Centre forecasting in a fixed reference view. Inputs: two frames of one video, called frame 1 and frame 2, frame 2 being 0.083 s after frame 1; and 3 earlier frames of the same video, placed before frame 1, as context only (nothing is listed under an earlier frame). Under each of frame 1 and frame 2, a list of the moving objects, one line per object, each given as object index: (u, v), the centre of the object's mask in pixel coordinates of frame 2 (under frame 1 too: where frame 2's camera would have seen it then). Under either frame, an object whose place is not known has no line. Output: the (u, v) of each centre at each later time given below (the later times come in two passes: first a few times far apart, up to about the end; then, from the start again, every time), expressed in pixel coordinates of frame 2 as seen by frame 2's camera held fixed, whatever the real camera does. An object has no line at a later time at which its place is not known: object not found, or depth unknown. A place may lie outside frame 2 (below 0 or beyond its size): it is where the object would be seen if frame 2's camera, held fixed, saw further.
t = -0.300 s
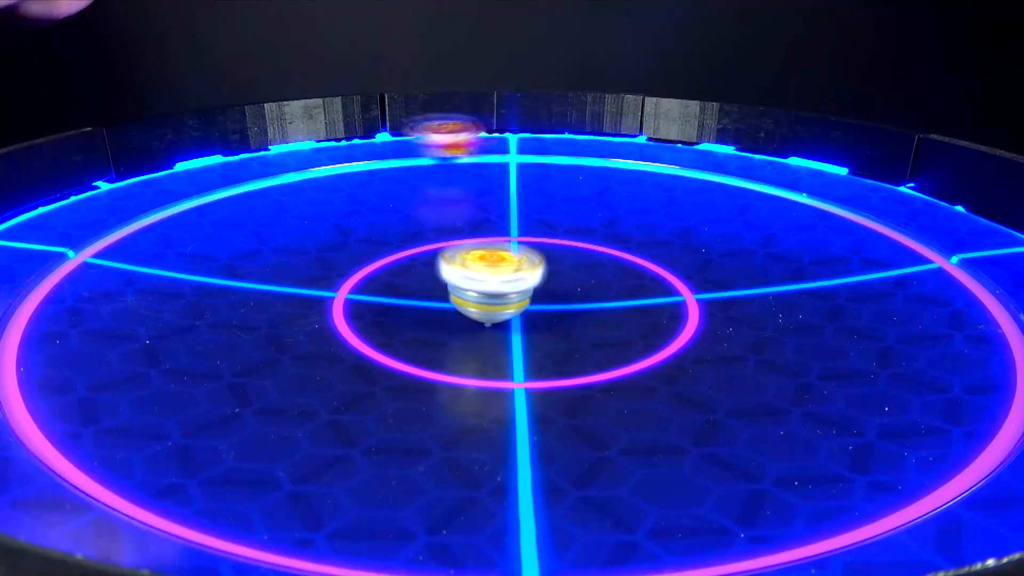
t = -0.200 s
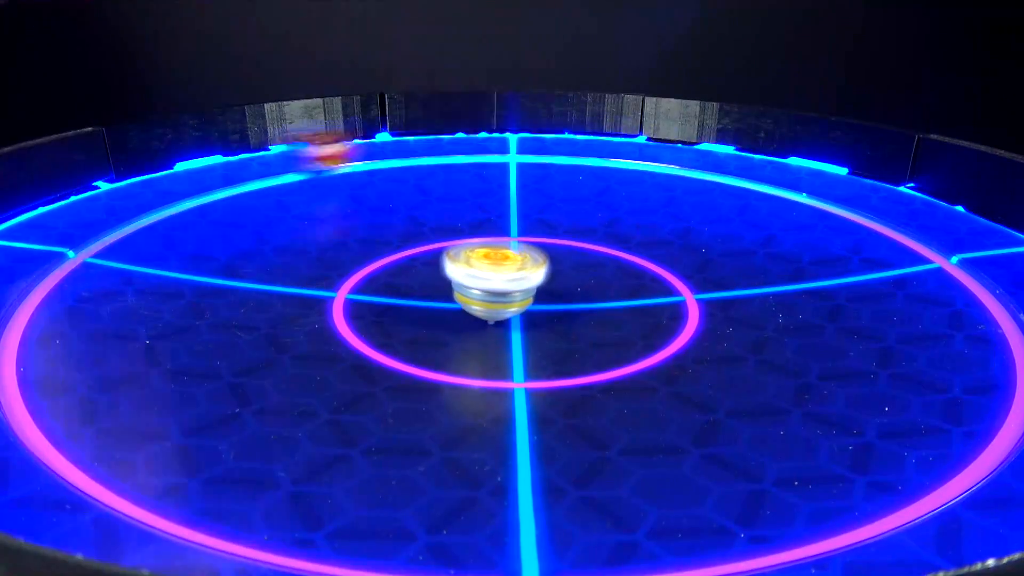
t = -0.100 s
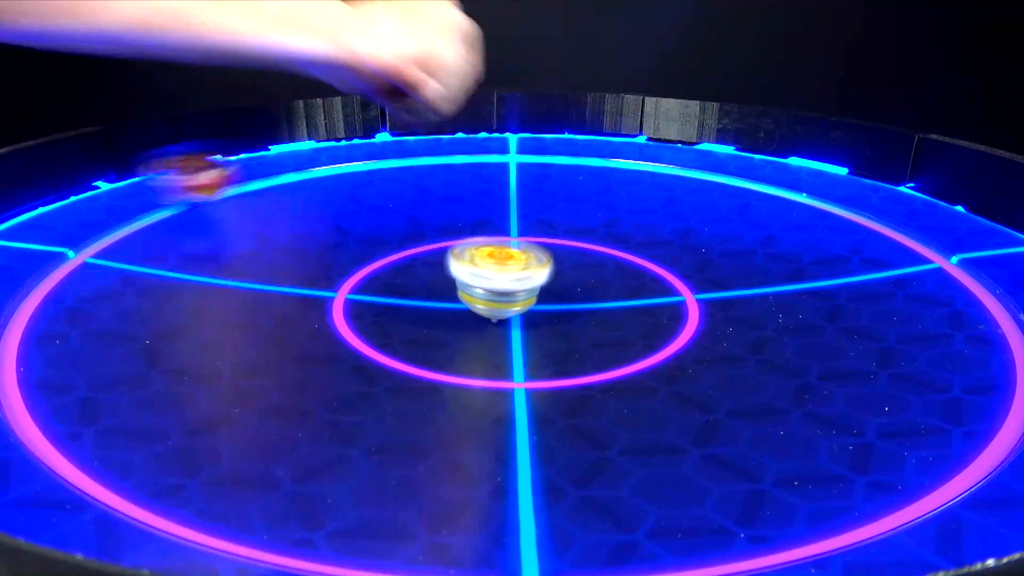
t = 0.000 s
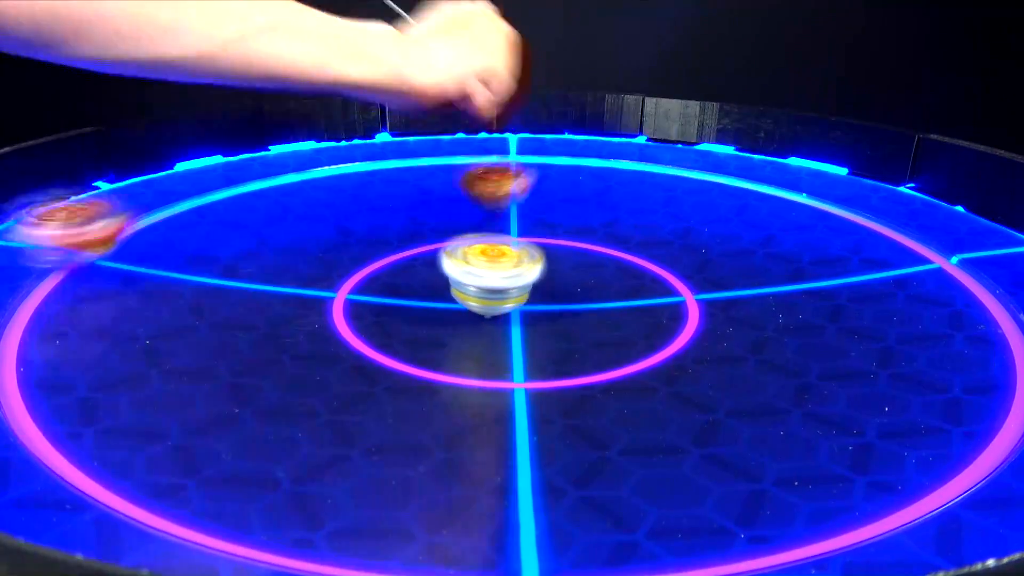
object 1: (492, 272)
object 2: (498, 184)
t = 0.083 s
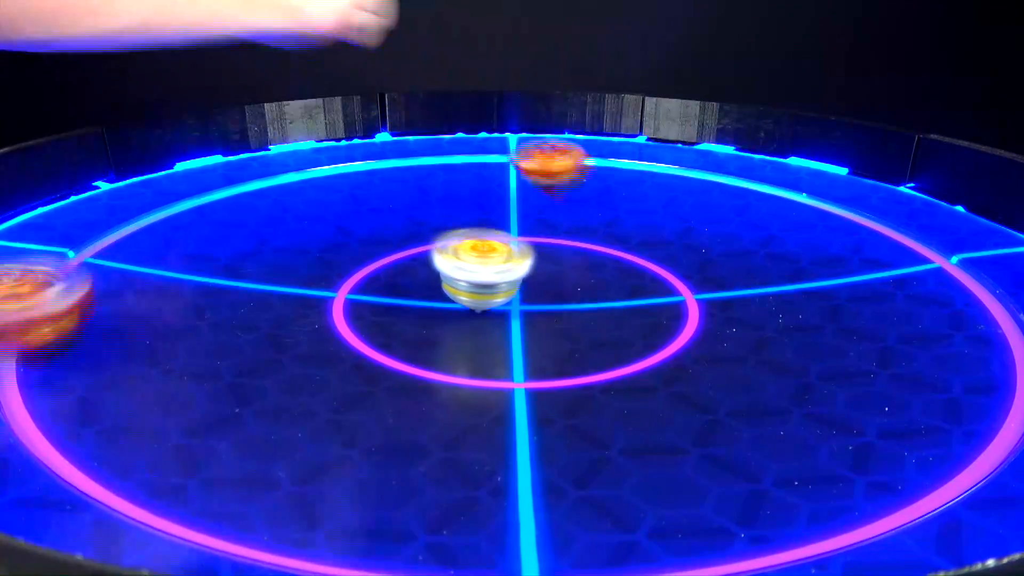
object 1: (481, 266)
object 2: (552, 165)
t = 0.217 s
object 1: (474, 261)
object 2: (626, 188)
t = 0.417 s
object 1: (476, 256)
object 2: (688, 224)
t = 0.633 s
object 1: (491, 255)
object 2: (576, 296)
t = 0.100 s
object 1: (480, 266)
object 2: (555, 166)
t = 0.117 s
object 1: (479, 265)
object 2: (570, 181)
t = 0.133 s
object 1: (478, 264)
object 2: (574, 184)
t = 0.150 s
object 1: (477, 263)
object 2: (589, 179)
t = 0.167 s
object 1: (476, 263)
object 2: (592, 178)
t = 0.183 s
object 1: (475, 262)
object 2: (610, 183)
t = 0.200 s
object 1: (475, 261)
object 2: (613, 185)
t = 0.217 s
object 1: (474, 261)
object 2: (626, 188)
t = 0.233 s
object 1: (474, 260)
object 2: (631, 188)
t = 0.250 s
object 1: (473, 260)
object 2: (645, 192)
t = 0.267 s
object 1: (473, 259)
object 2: (648, 193)
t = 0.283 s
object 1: (473, 259)
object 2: (659, 196)
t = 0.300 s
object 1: (473, 258)
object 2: (662, 197)
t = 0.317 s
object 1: (474, 258)
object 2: (672, 202)
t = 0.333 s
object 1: (474, 258)
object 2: (674, 204)
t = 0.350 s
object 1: (474, 257)
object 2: (680, 208)
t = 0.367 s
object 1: (475, 257)
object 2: (682, 210)
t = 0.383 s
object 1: (475, 257)
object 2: (686, 215)
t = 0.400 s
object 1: (476, 256)
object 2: (687, 218)
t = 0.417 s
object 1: (476, 256)
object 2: (688, 224)
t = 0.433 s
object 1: (477, 256)
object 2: (687, 228)
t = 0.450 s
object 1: (478, 256)
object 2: (685, 234)
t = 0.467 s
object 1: (479, 256)
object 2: (684, 237)
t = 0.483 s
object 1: (480, 256)
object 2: (678, 244)
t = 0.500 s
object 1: (481, 255)
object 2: (675, 248)
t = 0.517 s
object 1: (483, 255)
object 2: (664, 257)
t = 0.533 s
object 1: (484, 255)
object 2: (659, 261)
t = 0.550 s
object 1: (485, 255)
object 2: (643, 269)
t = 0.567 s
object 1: (486, 255)
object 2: (637, 273)
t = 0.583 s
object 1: (487, 255)
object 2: (619, 281)
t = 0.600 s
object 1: (488, 255)
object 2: (606, 286)
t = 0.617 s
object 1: (490, 255)
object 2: (587, 292)
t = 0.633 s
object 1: (491, 255)
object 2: (576, 296)
